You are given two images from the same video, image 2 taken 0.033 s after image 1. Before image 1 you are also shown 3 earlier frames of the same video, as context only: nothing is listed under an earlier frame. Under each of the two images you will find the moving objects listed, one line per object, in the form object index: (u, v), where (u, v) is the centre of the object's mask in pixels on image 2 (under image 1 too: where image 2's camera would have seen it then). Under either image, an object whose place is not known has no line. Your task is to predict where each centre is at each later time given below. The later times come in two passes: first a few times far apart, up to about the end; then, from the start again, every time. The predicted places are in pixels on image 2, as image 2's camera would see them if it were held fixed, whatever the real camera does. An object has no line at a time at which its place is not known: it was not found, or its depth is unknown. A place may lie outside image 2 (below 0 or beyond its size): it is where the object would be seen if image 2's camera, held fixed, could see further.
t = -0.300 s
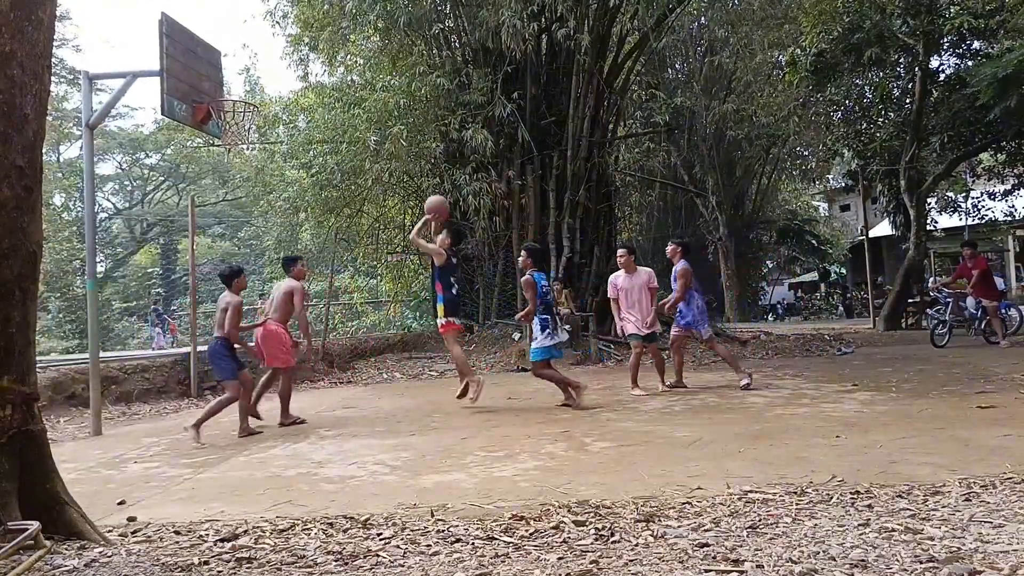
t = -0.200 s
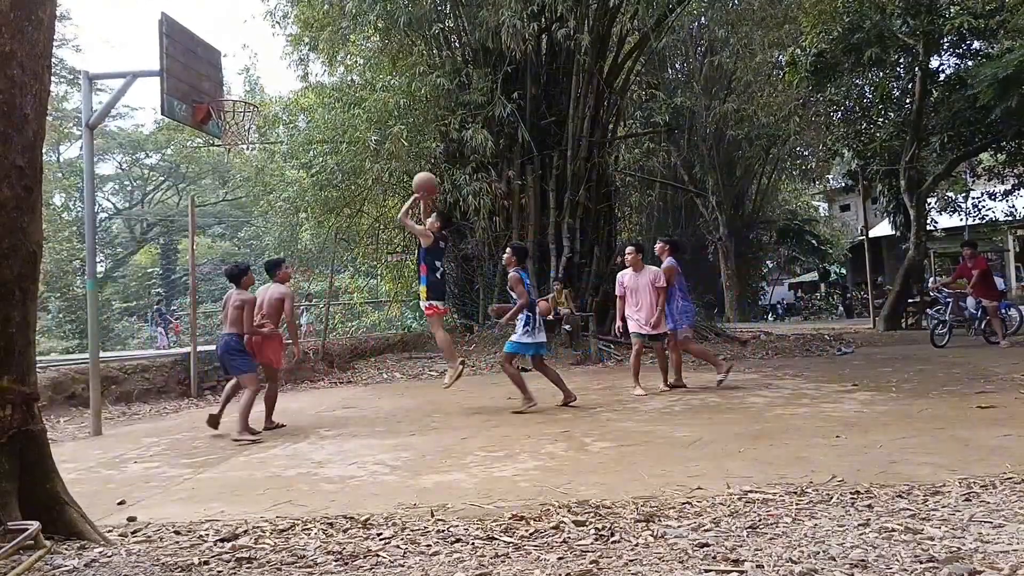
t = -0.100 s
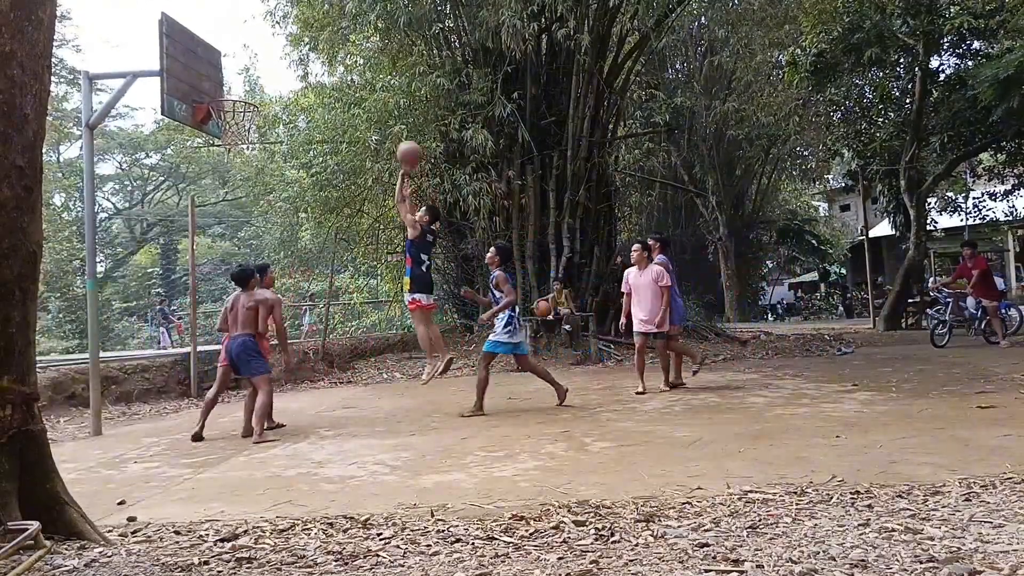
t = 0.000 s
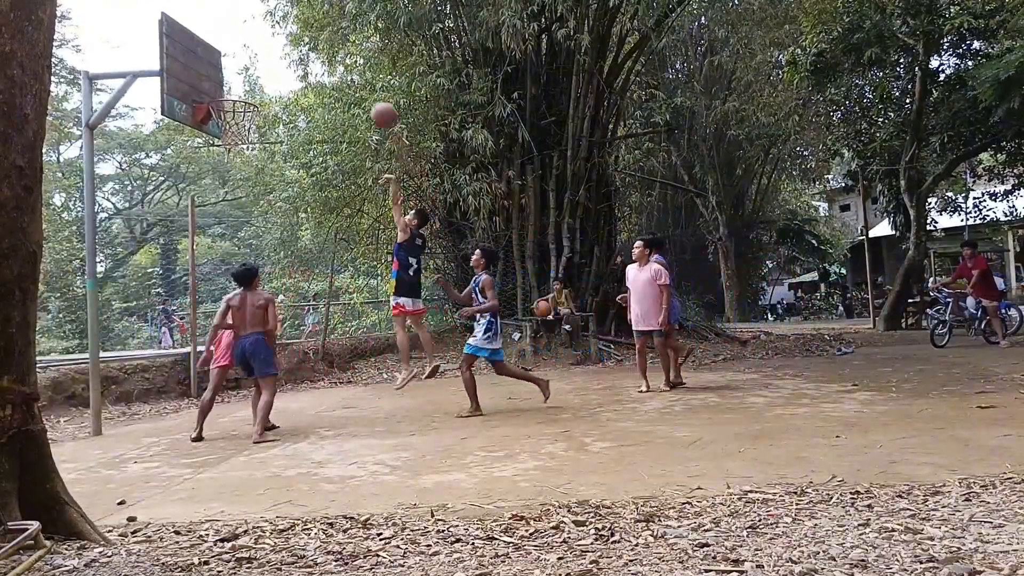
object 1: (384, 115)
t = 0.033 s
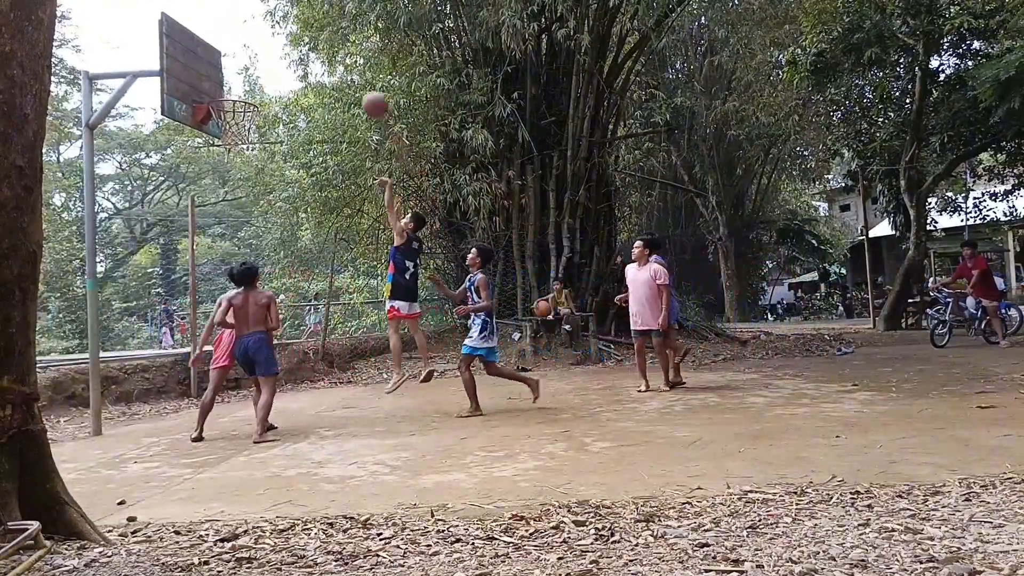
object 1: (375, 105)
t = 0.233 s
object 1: (326, 64)
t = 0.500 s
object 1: (262, 75)
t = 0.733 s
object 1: (232, 78)
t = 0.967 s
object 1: (215, 83)
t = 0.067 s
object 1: (367, 95)
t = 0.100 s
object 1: (358, 88)
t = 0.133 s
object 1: (351, 80)
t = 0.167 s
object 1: (341, 73)
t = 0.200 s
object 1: (333, 68)
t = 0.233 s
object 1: (326, 64)
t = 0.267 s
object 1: (318, 61)
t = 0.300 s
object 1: (310, 60)
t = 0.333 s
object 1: (301, 59)
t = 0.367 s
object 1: (295, 61)
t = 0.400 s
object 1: (286, 62)
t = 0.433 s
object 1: (277, 64)
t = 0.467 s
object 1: (269, 68)
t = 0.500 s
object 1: (262, 75)
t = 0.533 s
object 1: (254, 81)
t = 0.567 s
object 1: (248, 88)
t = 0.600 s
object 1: (244, 88)
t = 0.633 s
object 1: (240, 83)
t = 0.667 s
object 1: (238, 81)
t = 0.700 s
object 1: (235, 79)
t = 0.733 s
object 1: (232, 78)
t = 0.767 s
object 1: (229, 78)
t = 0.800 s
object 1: (226, 80)
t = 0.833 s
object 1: (223, 83)
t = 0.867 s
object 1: (221, 87)
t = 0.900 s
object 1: (219, 86)
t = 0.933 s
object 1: (217, 84)
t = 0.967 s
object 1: (215, 83)
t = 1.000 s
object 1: (213, 83)
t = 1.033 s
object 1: (212, 85)
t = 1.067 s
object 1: (210, 87)
